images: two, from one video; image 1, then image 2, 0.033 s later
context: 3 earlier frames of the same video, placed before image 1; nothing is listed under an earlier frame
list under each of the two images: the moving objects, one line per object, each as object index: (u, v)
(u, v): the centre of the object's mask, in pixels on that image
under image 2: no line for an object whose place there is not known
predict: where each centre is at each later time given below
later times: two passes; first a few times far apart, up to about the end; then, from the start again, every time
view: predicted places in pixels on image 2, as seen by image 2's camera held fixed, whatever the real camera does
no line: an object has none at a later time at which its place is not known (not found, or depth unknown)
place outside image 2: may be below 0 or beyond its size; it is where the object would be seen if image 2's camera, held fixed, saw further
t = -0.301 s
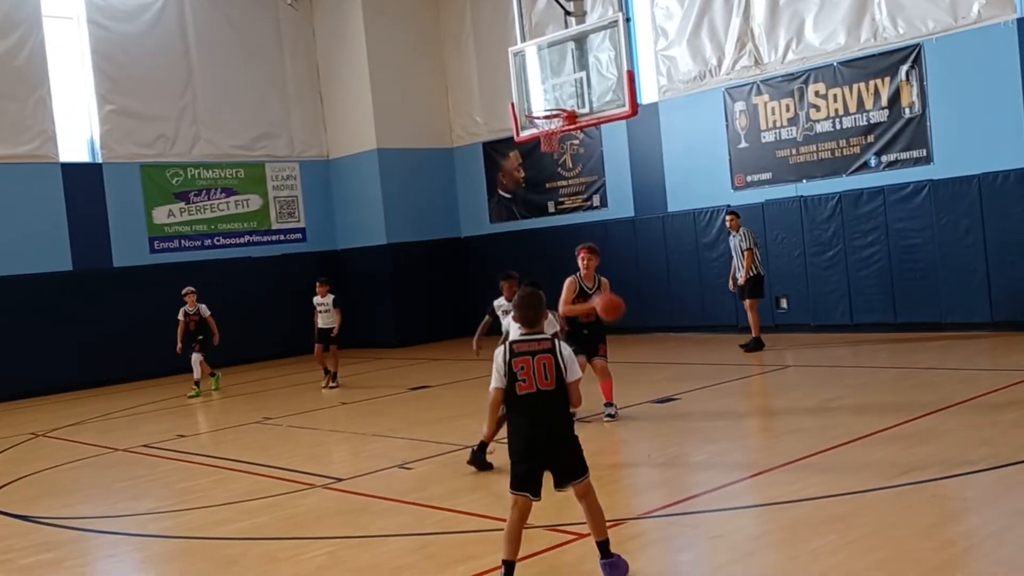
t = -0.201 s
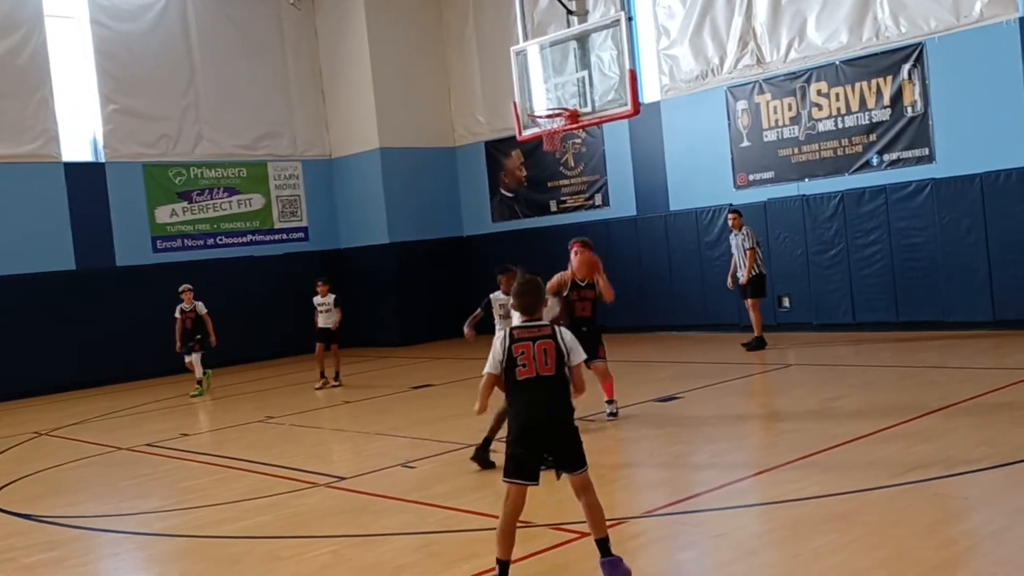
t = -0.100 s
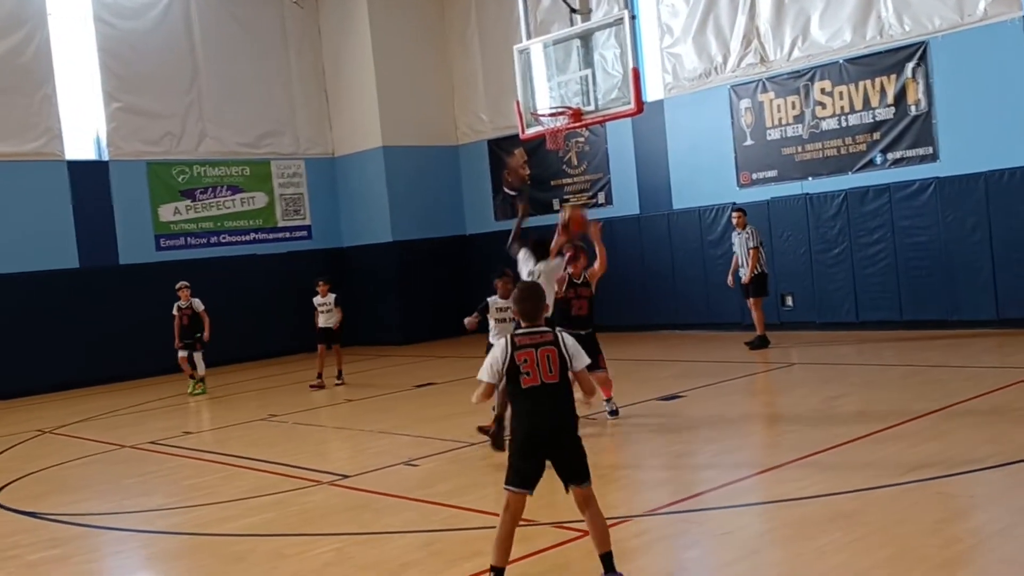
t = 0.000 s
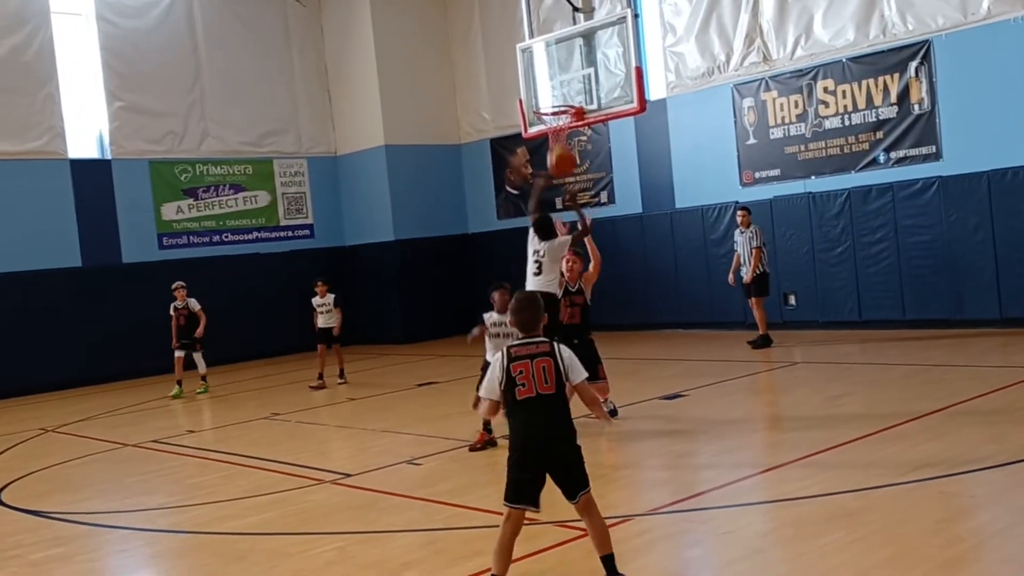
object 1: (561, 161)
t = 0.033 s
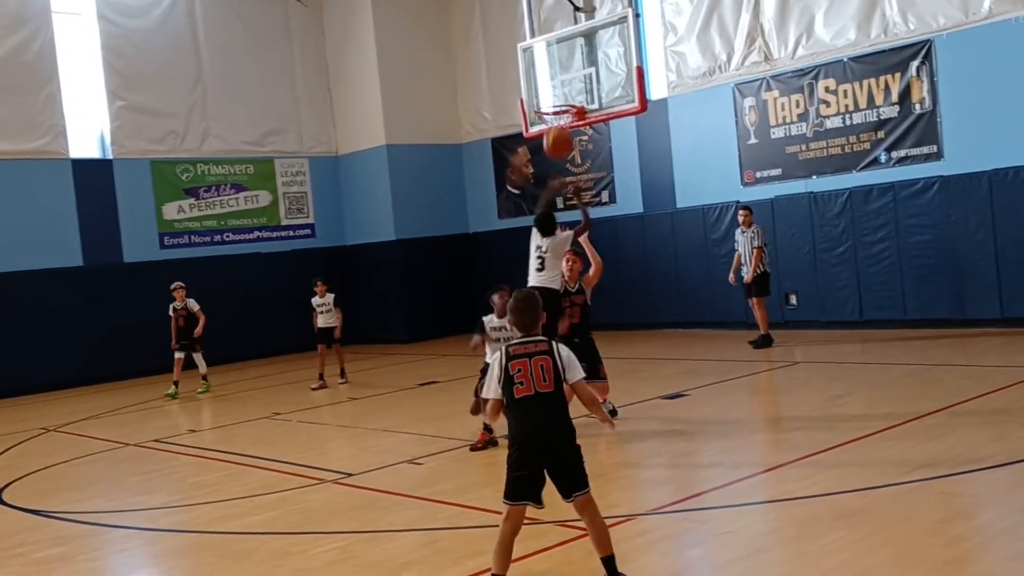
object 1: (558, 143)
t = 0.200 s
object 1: (534, 65)
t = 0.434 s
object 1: (497, 13)
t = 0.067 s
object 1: (555, 125)
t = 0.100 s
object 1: (549, 110)
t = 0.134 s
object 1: (544, 93)
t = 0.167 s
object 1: (538, 79)
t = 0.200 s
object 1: (534, 65)
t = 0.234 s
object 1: (529, 52)
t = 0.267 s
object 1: (524, 40)
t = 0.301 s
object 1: (519, 30)
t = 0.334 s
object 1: (513, 22)
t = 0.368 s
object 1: (508, 18)
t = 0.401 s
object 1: (503, 15)
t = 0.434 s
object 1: (497, 13)
